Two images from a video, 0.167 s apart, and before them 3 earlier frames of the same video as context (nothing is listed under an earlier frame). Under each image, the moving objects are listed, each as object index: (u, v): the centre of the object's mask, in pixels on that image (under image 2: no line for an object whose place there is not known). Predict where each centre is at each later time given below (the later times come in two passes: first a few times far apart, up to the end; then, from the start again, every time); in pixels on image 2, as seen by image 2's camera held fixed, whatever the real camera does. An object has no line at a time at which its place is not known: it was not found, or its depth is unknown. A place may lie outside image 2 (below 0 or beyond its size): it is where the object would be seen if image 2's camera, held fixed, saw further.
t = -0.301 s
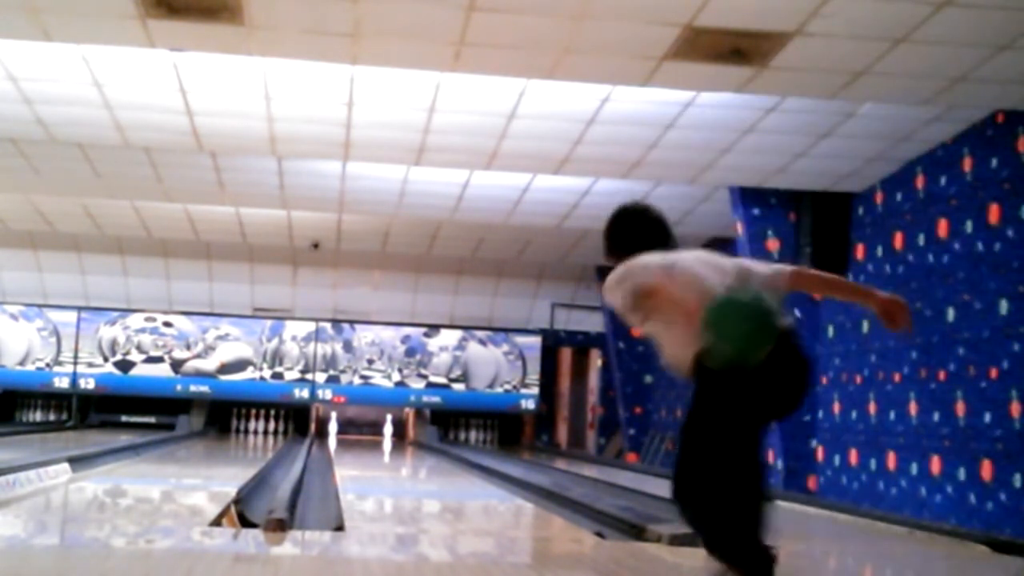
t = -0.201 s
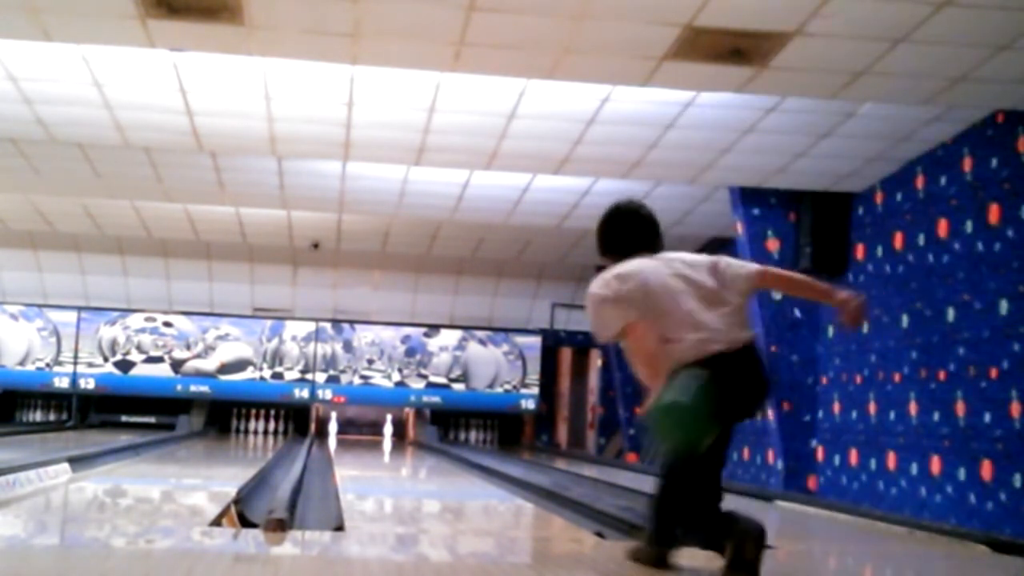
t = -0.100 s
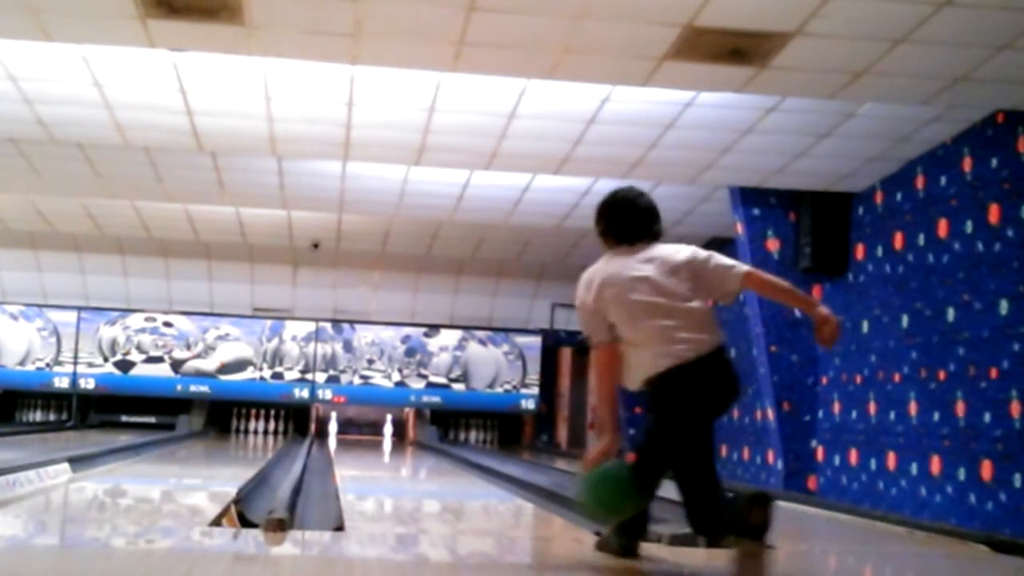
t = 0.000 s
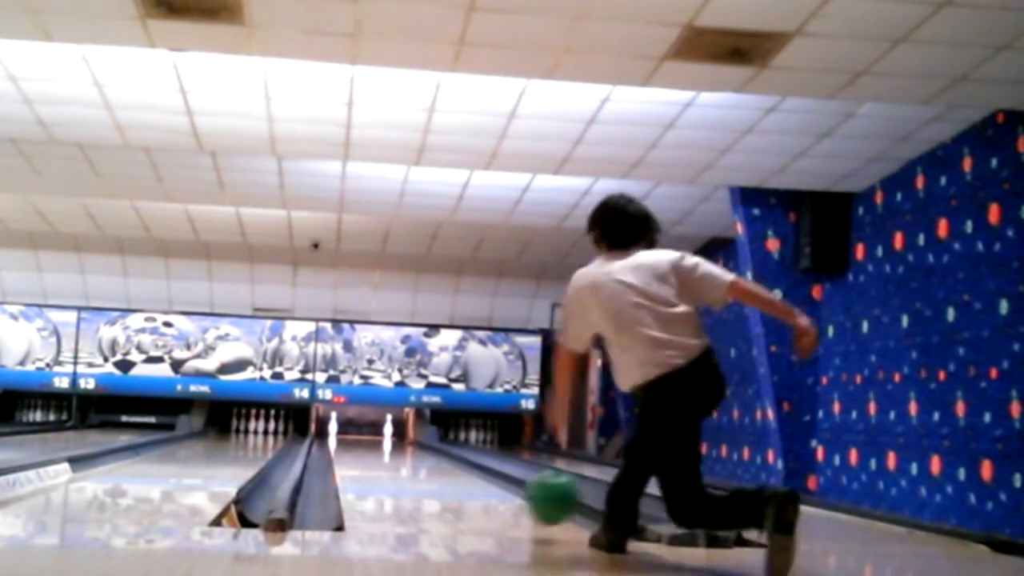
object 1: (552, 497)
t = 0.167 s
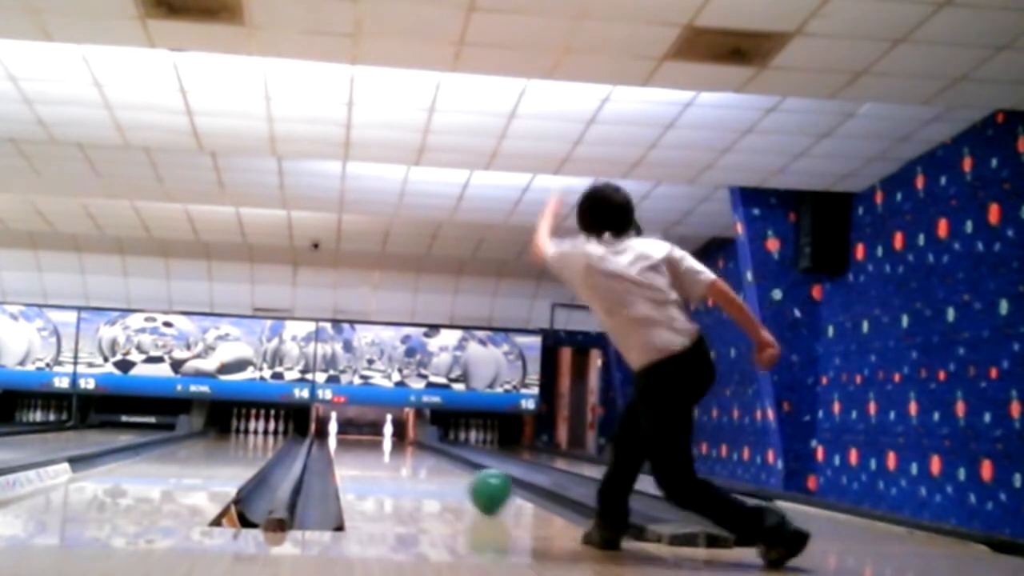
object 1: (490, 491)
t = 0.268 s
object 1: (464, 481)
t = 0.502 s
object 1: (420, 465)
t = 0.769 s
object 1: (389, 454)
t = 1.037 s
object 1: (367, 446)
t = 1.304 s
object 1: (352, 441)
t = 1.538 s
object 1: (343, 436)
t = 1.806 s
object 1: (334, 433)
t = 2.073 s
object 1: (329, 430)
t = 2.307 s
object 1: (322, 432)
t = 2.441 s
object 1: (322, 433)
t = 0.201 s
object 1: (481, 487)
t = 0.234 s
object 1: (472, 484)
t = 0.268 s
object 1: (464, 481)
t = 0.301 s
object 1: (457, 479)
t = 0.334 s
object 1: (450, 476)
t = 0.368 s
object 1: (443, 474)
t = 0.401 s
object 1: (437, 471)
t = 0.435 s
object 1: (431, 469)
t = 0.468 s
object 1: (425, 467)
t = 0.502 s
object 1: (420, 465)
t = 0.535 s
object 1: (416, 464)
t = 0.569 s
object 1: (411, 462)
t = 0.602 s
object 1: (407, 460)
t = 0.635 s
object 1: (403, 459)
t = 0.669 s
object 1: (400, 458)
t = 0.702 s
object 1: (396, 457)
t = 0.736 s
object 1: (392, 456)
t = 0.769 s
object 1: (389, 454)
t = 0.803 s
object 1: (385, 453)
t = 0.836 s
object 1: (382, 452)
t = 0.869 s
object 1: (379, 451)
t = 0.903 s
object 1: (376, 450)
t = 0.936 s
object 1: (373, 449)
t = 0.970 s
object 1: (372, 448)
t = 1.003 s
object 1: (369, 447)
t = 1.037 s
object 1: (367, 446)
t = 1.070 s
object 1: (365, 446)
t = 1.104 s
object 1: (363, 445)
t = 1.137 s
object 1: (360, 444)
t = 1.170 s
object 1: (359, 443)
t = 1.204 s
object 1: (357, 442)
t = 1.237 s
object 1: (355, 442)
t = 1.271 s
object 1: (353, 441)
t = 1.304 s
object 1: (352, 441)
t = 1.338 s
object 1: (350, 440)
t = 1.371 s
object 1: (349, 439)
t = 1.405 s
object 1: (347, 438)
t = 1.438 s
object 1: (346, 438)
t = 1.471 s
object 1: (345, 438)
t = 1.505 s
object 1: (343, 437)
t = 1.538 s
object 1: (343, 436)
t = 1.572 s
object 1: (342, 436)
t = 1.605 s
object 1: (340, 436)
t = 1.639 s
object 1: (340, 436)
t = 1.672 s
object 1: (338, 435)
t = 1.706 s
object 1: (337, 435)
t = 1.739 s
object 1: (337, 435)
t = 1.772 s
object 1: (335, 434)
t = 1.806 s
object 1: (334, 433)
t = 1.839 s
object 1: (333, 432)
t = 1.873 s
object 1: (332, 432)
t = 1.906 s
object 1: (331, 432)
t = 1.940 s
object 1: (330, 431)
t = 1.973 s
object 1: (330, 431)
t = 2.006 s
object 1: (330, 431)
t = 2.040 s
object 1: (329, 431)
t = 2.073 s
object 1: (329, 430)
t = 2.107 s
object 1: (328, 431)
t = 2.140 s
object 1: (327, 431)
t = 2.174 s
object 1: (327, 430)
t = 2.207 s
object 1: (325, 430)
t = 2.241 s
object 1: (325, 430)
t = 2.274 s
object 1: (323, 431)
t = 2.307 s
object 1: (322, 432)
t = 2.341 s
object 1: (321, 432)
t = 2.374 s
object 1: (322, 432)
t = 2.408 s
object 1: (322, 433)
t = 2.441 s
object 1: (322, 433)
